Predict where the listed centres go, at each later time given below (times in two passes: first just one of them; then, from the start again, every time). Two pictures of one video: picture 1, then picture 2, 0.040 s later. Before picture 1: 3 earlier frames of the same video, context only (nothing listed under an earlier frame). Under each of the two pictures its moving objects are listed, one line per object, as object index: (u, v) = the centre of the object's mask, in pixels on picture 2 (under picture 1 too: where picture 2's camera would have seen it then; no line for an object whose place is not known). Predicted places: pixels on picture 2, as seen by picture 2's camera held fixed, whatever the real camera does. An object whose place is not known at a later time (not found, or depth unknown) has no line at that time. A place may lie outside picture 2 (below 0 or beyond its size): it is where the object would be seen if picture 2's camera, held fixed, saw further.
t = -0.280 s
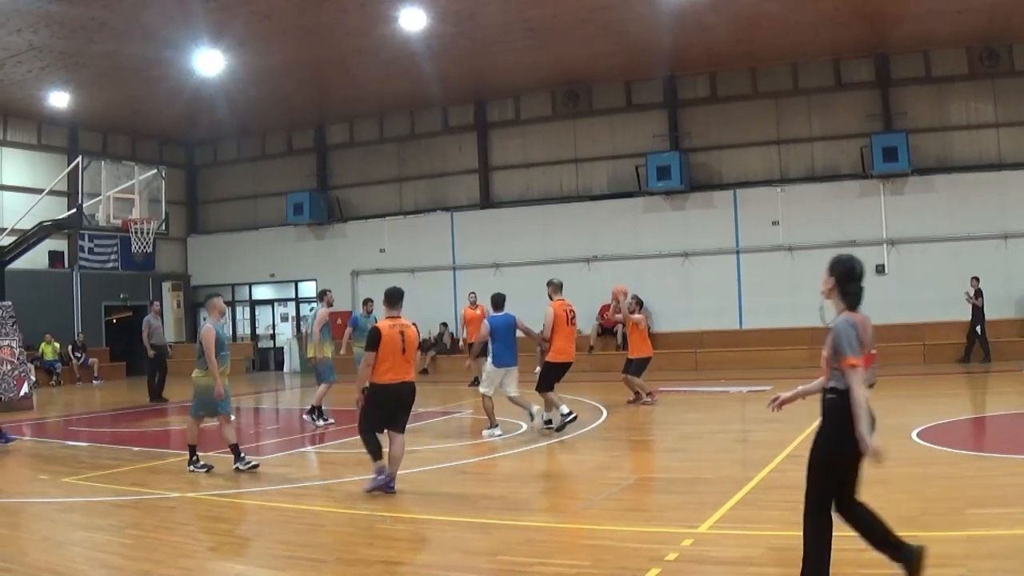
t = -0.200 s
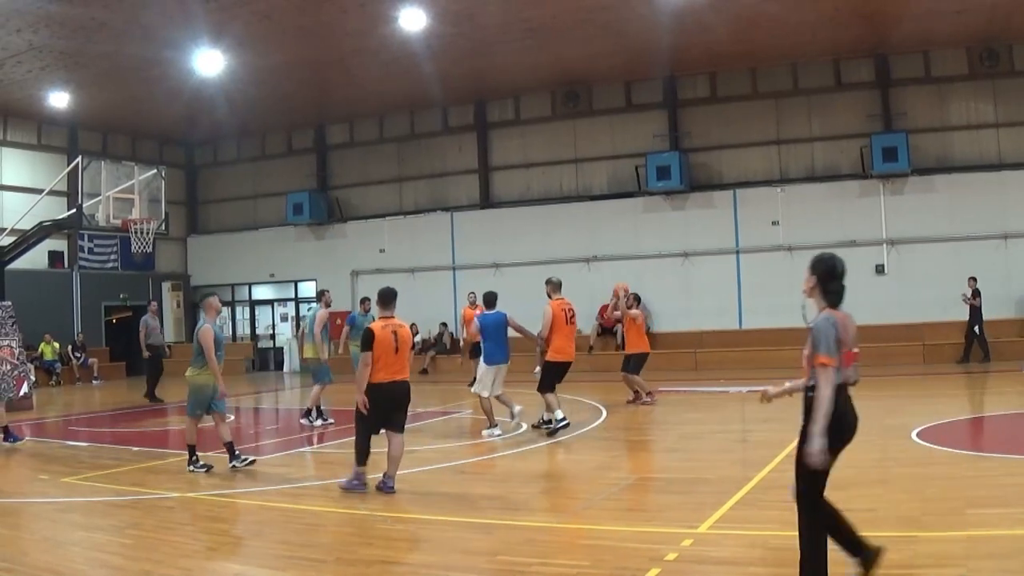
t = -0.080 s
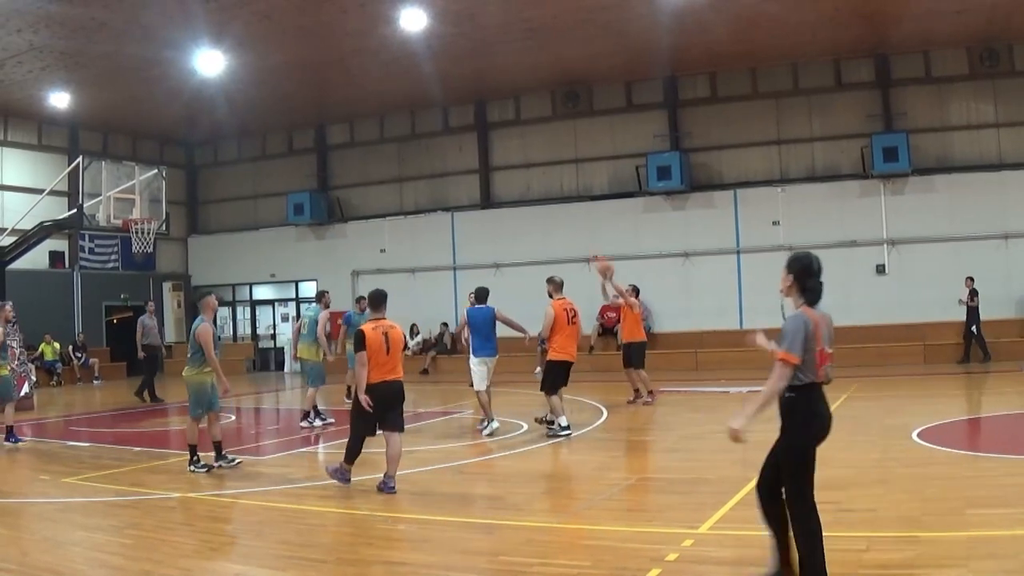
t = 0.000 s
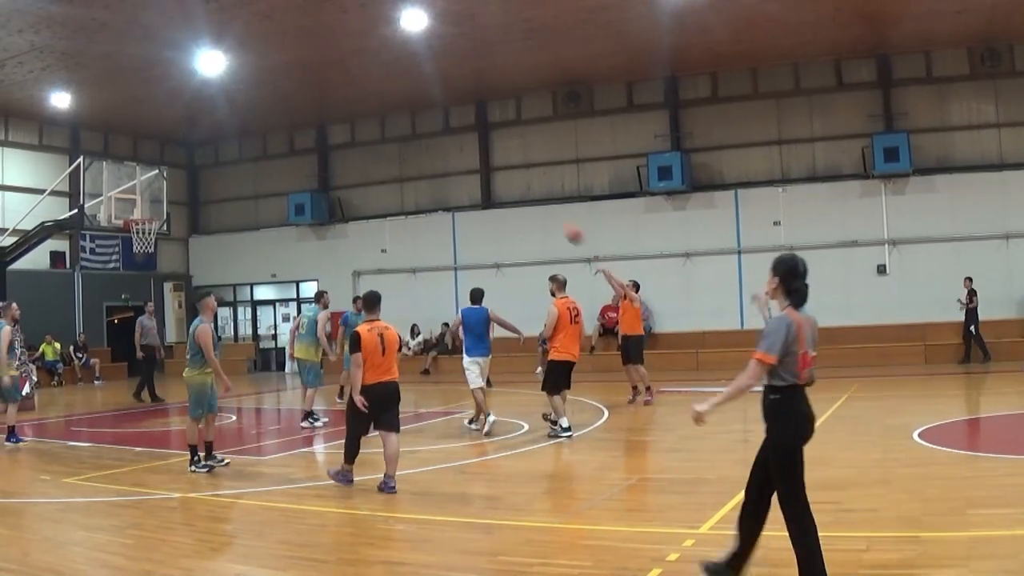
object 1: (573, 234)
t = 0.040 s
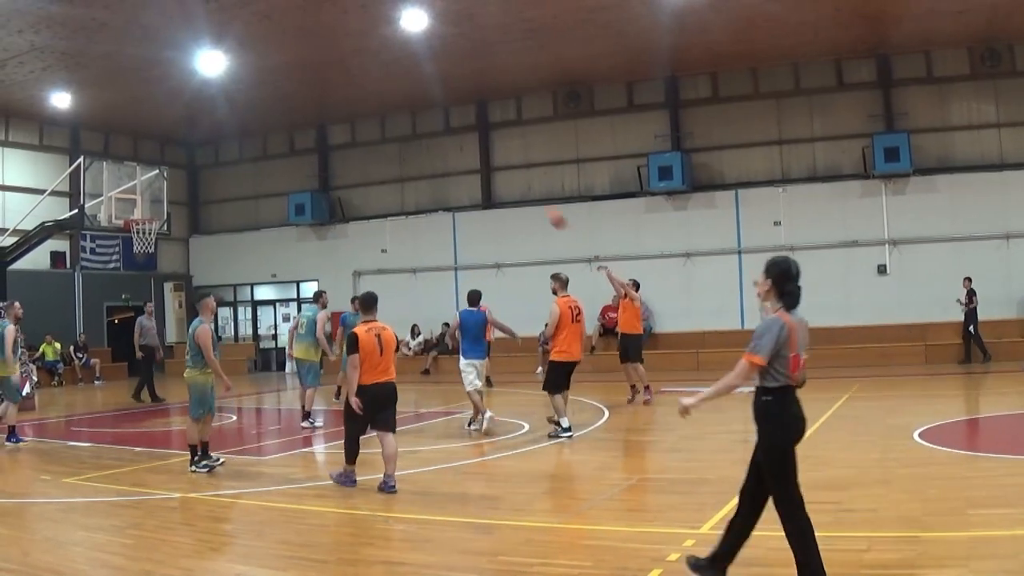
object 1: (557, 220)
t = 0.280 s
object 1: (463, 148)
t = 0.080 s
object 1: (540, 203)
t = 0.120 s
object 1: (523, 189)
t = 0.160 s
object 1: (508, 178)
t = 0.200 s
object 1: (493, 168)
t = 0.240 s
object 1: (478, 157)
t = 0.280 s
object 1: (463, 148)
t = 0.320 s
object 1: (447, 140)
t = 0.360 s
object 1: (433, 134)
